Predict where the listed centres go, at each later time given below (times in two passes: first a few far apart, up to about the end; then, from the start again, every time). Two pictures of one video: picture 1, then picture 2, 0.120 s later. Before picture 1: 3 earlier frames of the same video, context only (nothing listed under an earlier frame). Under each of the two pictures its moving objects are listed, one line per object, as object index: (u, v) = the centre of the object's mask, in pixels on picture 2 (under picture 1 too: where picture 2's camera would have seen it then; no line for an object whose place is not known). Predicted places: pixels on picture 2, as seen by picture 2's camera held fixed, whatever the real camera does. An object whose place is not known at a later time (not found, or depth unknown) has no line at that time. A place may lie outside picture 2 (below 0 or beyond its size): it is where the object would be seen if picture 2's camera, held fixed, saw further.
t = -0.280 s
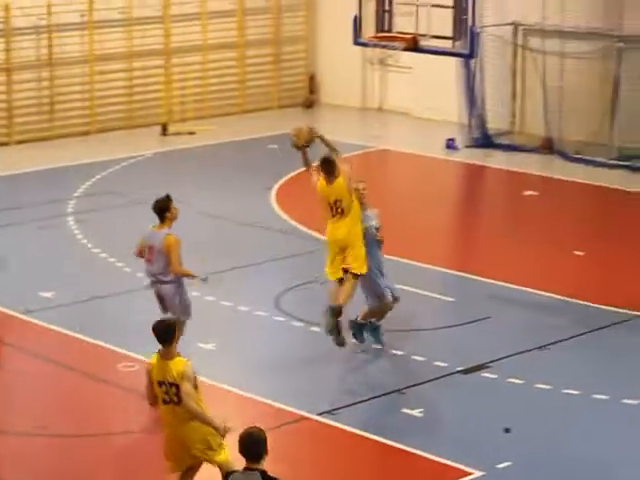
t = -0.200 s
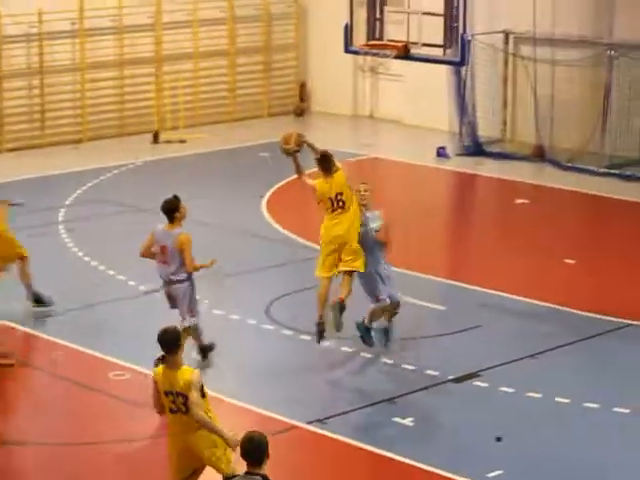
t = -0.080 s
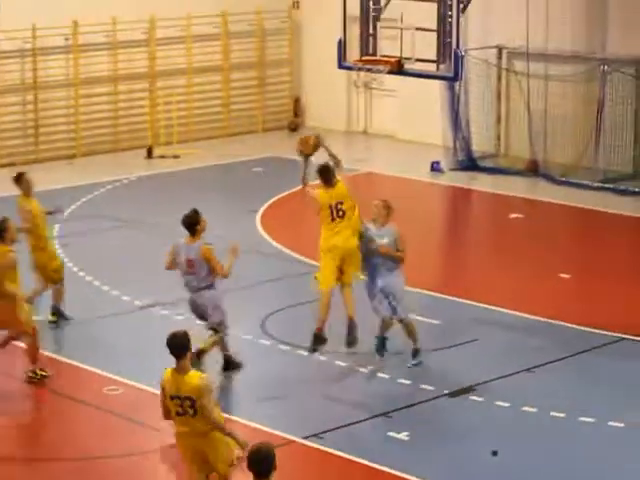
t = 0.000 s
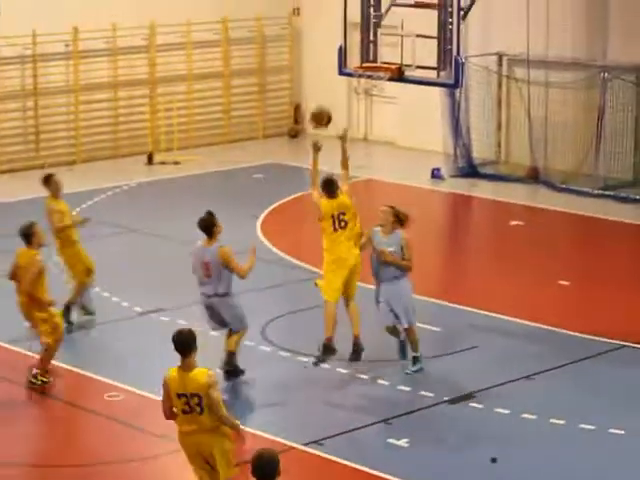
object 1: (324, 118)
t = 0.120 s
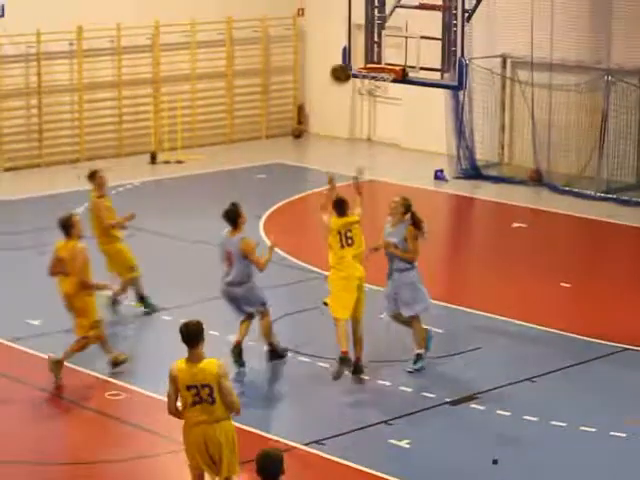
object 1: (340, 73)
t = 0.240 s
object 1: (356, 44)
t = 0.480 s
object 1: (386, 24)
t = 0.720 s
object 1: (347, 62)
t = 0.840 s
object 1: (321, 83)
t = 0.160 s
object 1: (345, 62)
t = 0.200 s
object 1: (351, 53)
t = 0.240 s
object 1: (356, 44)
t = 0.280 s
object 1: (360, 37)
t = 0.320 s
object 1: (363, 33)
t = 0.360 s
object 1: (372, 24)
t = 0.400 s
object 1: (377, 24)
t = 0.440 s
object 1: (380, 25)
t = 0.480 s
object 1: (386, 24)
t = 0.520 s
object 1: (389, 25)
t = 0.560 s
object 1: (383, 32)
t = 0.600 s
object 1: (374, 37)
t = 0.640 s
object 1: (362, 45)
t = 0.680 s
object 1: (356, 56)
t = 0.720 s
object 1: (347, 62)
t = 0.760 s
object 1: (338, 68)
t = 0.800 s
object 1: (330, 75)
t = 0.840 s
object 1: (321, 83)
